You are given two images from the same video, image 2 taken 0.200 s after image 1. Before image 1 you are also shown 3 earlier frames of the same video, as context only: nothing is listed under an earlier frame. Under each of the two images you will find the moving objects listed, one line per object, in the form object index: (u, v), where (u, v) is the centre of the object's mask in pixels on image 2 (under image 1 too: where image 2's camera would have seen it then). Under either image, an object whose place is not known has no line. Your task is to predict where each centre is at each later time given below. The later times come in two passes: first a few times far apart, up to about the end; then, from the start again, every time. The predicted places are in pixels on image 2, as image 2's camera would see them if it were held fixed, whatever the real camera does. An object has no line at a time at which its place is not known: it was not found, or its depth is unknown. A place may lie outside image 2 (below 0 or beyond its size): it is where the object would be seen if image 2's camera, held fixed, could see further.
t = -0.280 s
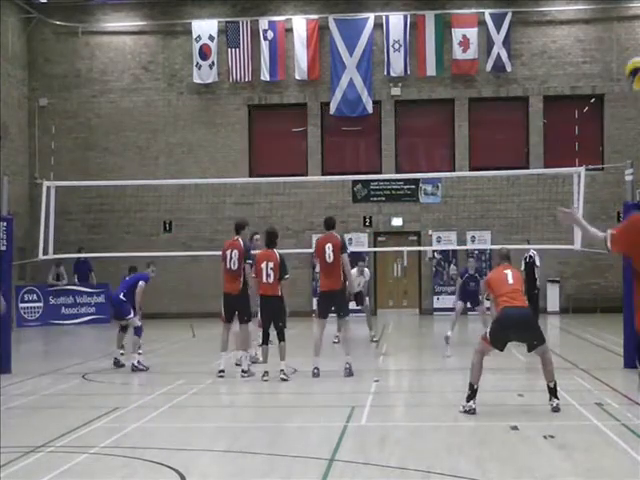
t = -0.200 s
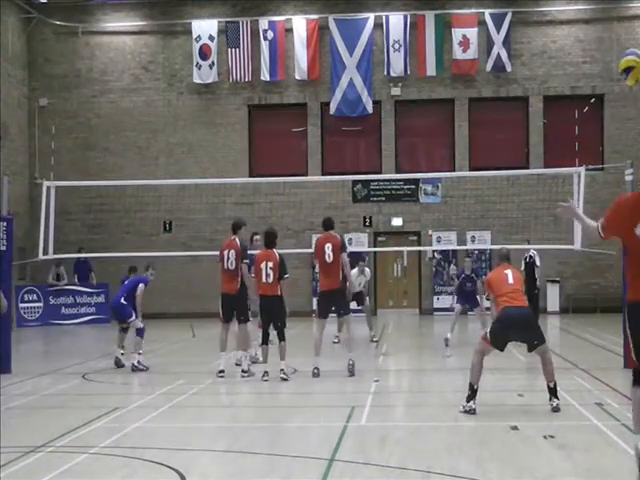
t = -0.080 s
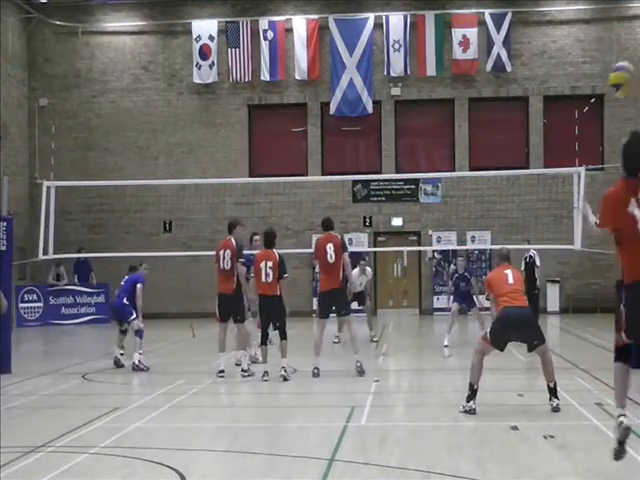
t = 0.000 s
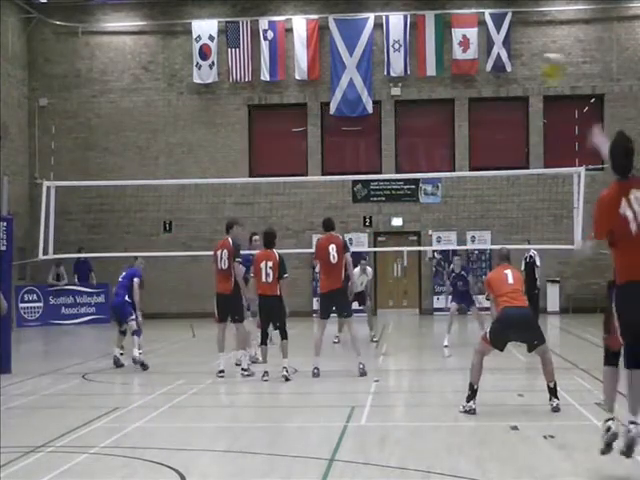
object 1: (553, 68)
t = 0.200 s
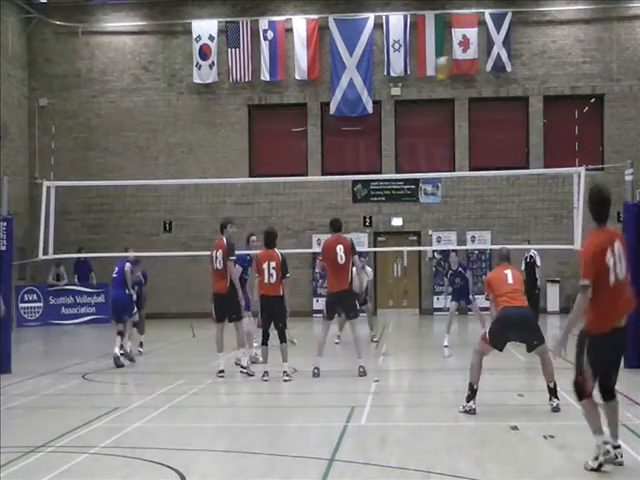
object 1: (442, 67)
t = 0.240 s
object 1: (426, 72)
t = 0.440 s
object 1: (366, 99)
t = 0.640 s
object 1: (327, 150)
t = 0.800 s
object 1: (302, 193)
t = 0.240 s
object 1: (426, 72)
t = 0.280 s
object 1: (412, 75)
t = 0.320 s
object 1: (397, 83)
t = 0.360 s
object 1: (387, 81)
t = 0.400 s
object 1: (376, 89)
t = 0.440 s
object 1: (366, 99)
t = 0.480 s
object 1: (356, 109)
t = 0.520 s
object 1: (347, 117)
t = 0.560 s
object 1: (340, 129)
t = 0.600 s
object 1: (333, 139)
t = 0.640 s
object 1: (327, 150)
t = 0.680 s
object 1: (320, 161)
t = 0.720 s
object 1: (313, 169)
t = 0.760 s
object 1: (307, 183)
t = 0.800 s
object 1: (302, 193)
